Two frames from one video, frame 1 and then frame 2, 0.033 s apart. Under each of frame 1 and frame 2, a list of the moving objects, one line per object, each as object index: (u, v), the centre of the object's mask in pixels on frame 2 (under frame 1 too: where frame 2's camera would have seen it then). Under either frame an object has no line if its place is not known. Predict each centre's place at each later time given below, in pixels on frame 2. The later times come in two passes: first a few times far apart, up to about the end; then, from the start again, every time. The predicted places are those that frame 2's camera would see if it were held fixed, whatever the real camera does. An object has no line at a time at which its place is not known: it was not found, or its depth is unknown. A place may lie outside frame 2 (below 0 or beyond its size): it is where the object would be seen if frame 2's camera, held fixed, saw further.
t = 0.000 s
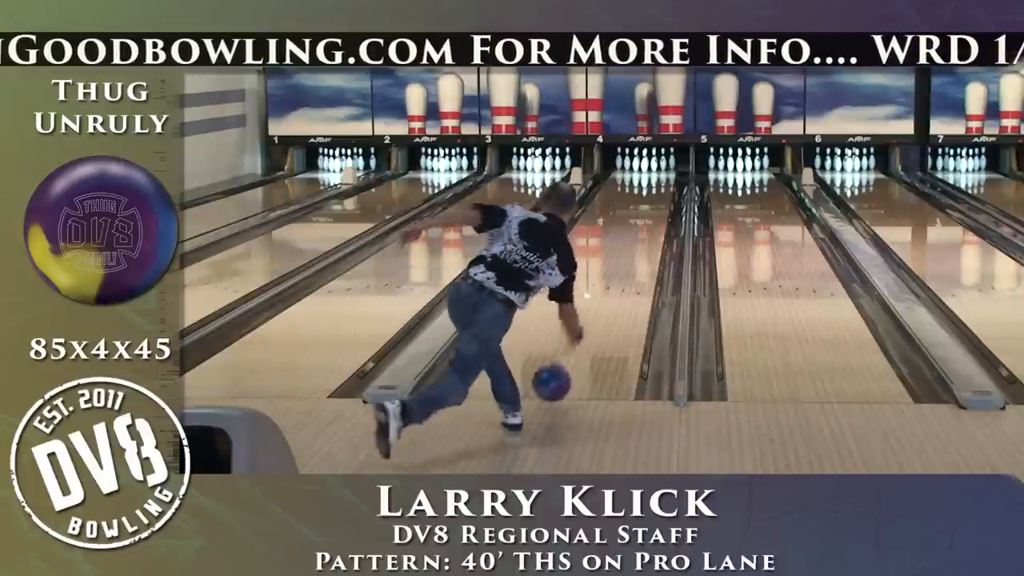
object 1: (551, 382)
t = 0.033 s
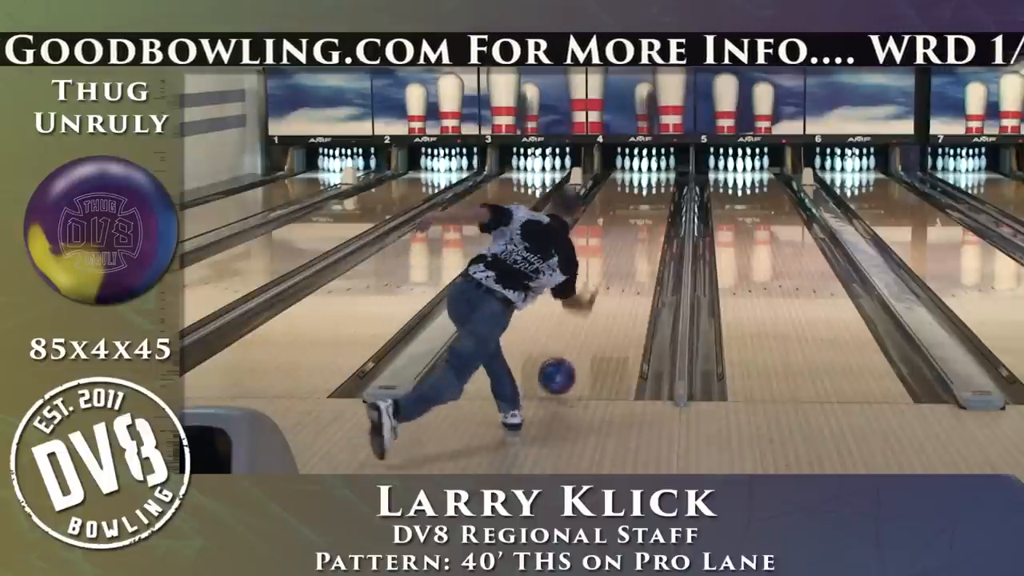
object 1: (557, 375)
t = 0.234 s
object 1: (583, 336)
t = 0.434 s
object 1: (602, 300)
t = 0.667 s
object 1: (619, 269)
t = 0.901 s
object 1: (631, 245)
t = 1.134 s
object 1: (641, 226)
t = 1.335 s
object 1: (648, 213)
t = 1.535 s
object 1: (652, 202)
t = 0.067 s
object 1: (562, 371)
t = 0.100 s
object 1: (567, 365)
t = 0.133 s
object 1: (571, 357)
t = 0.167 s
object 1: (575, 350)
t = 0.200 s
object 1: (579, 343)
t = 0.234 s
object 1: (583, 336)
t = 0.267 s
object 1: (586, 330)
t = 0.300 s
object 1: (590, 323)
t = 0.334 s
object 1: (593, 317)
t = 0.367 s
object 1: (596, 311)
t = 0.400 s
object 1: (599, 306)
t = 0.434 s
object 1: (602, 300)
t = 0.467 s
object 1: (605, 295)
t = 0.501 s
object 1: (607, 290)
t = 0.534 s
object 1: (610, 285)
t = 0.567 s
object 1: (612, 281)
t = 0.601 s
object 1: (615, 277)
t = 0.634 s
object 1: (617, 273)
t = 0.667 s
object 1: (619, 269)
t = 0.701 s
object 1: (621, 265)
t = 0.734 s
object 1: (623, 262)
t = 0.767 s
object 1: (625, 259)
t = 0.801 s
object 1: (626, 255)
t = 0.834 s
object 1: (628, 251)
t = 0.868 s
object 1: (630, 248)
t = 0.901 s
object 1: (631, 245)
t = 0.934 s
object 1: (633, 242)
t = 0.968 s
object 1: (635, 240)
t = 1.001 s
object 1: (636, 236)
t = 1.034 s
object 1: (637, 233)
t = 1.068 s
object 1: (638, 231)
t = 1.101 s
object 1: (640, 228)
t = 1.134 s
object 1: (641, 226)
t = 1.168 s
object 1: (642, 224)
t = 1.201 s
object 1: (643, 221)
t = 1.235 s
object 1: (644, 219)
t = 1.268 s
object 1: (645, 217)
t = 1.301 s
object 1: (647, 214)
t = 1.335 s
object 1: (648, 213)
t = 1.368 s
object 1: (648, 211)
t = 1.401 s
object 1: (650, 209)
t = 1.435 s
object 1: (649, 207)
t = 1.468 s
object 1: (651, 206)
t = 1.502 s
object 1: (652, 204)
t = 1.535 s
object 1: (652, 202)
